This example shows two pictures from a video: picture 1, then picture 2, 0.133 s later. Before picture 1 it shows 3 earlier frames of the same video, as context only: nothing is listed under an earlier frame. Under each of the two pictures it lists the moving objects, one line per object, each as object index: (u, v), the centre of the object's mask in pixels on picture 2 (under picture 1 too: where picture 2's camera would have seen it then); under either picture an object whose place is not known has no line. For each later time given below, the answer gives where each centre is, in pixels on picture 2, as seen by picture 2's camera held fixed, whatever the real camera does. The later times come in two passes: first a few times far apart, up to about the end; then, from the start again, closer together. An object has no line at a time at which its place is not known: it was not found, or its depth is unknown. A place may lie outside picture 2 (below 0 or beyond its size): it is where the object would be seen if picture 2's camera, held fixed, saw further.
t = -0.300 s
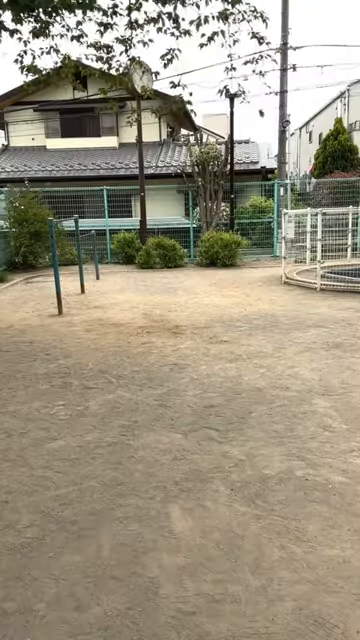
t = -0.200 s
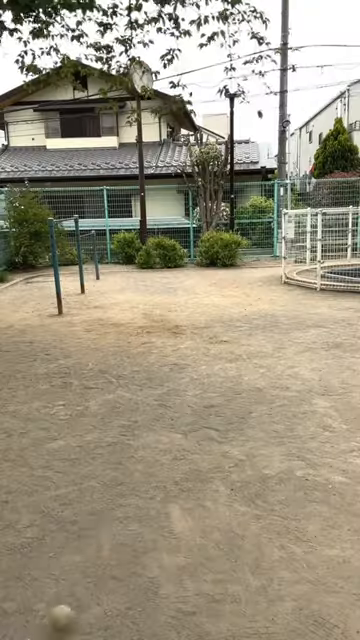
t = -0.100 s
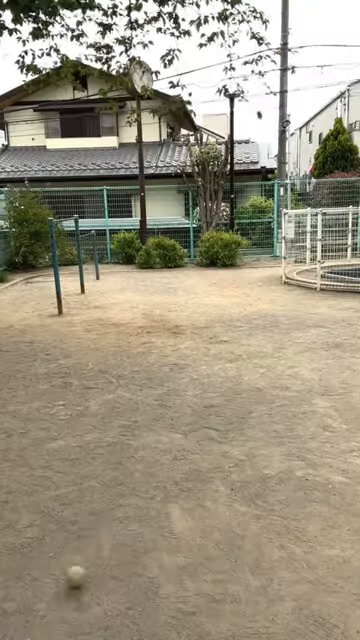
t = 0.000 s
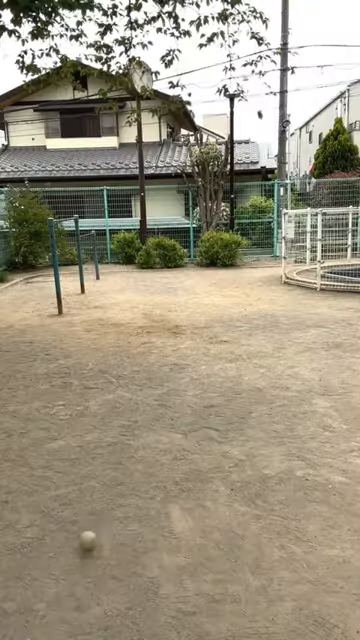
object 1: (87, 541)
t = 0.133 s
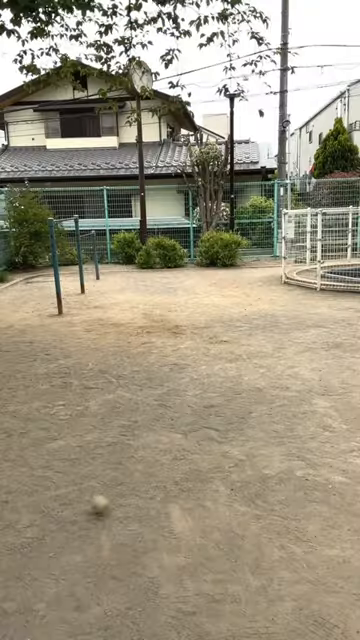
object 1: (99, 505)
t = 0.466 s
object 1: (118, 442)
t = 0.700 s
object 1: (126, 413)
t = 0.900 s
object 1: (129, 395)
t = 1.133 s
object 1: (131, 380)
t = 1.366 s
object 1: (132, 366)
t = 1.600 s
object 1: (134, 356)
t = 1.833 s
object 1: (135, 348)
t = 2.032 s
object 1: (138, 342)
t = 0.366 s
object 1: (114, 459)
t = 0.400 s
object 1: (115, 454)
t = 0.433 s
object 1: (117, 448)
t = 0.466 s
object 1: (118, 442)
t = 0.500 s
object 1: (119, 438)
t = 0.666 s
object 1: (125, 415)
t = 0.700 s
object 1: (126, 413)
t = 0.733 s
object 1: (126, 411)
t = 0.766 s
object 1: (127, 408)
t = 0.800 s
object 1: (128, 404)
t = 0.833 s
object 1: (128, 401)
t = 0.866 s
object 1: (129, 399)
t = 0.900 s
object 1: (129, 395)
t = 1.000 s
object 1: (130, 388)
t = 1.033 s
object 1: (131, 385)
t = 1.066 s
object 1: (131, 383)
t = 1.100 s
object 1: (131, 381)
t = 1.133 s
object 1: (131, 380)
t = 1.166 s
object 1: (132, 378)
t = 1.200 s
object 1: (132, 376)
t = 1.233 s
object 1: (132, 373)
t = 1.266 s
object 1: (132, 372)
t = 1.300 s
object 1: (132, 371)
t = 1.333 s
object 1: (132, 369)
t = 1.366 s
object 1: (132, 366)
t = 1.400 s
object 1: (132, 365)
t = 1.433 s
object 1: (132, 363)
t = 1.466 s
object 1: (133, 362)
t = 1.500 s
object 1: (133, 360)
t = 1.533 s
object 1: (133, 359)
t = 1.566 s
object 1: (133, 357)
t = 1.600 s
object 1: (134, 356)
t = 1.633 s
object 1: (134, 354)
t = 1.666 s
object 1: (134, 355)
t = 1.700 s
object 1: (134, 354)
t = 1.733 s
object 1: (134, 352)
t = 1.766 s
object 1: (135, 351)
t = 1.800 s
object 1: (135, 349)
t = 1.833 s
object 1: (135, 348)
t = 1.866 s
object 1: (136, 348)
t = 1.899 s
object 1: (137, 346)
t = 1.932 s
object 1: (137, 346)
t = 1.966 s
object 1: (137, 344)
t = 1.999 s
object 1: (138, 344)
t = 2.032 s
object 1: (138, 342)
